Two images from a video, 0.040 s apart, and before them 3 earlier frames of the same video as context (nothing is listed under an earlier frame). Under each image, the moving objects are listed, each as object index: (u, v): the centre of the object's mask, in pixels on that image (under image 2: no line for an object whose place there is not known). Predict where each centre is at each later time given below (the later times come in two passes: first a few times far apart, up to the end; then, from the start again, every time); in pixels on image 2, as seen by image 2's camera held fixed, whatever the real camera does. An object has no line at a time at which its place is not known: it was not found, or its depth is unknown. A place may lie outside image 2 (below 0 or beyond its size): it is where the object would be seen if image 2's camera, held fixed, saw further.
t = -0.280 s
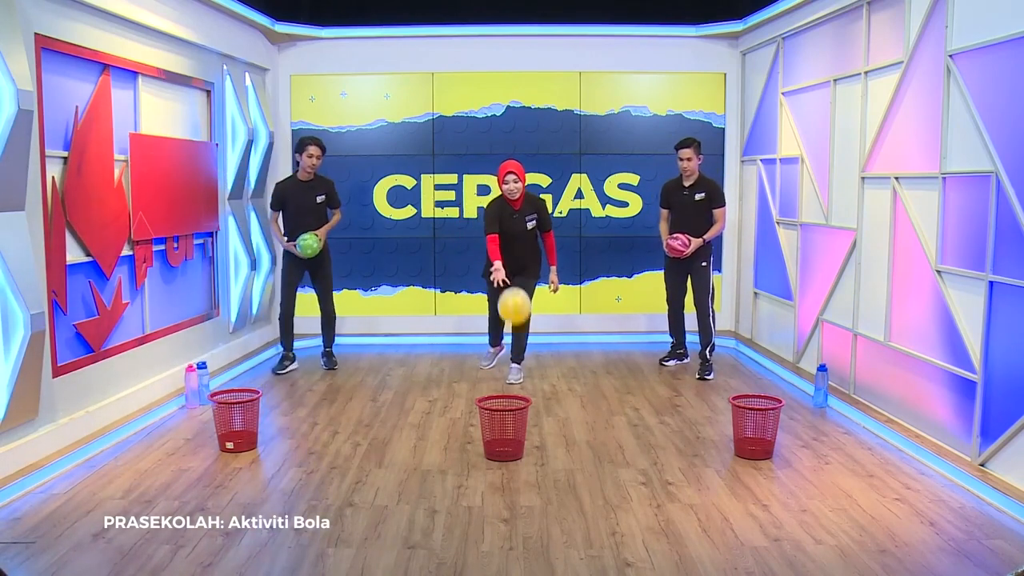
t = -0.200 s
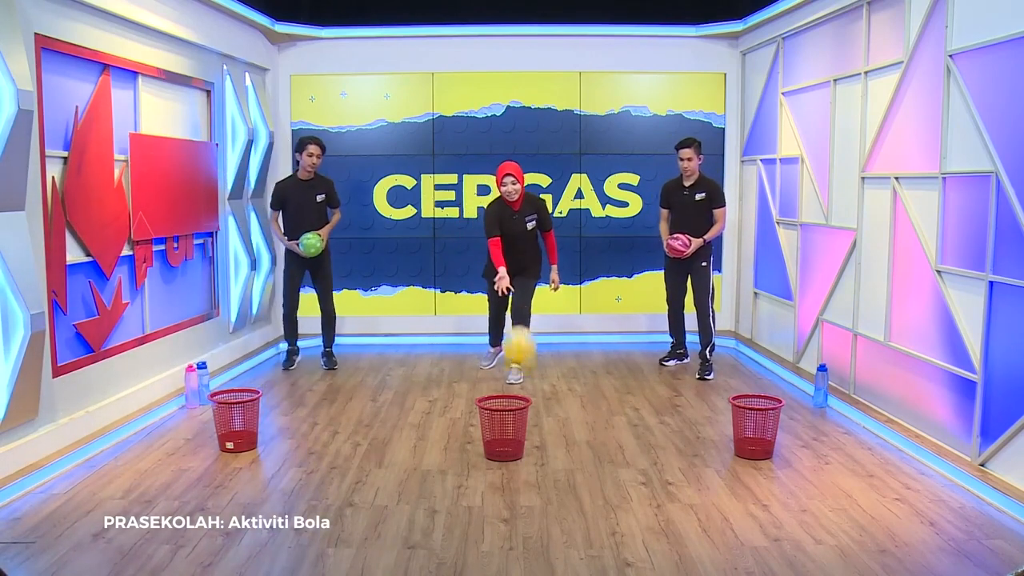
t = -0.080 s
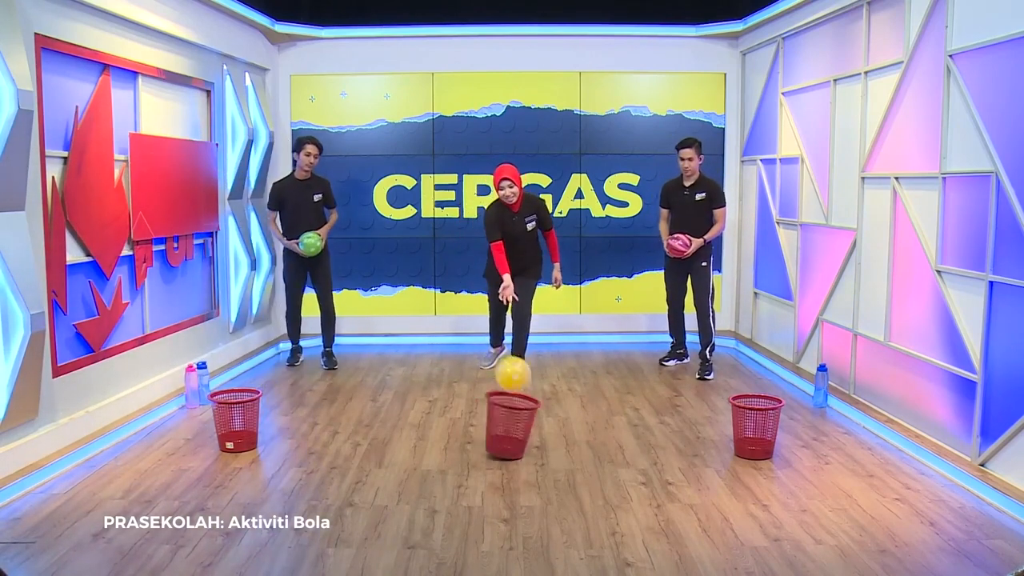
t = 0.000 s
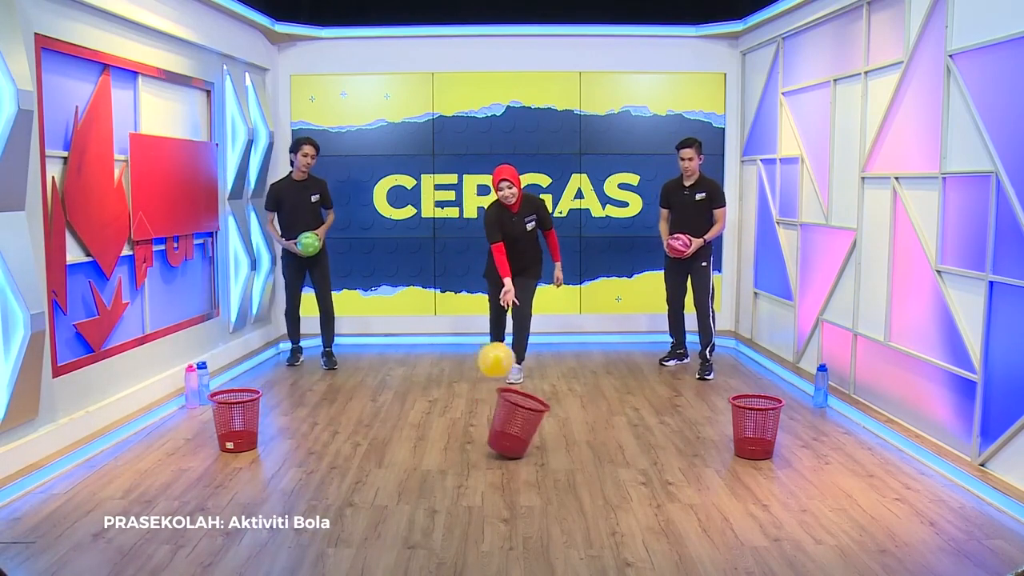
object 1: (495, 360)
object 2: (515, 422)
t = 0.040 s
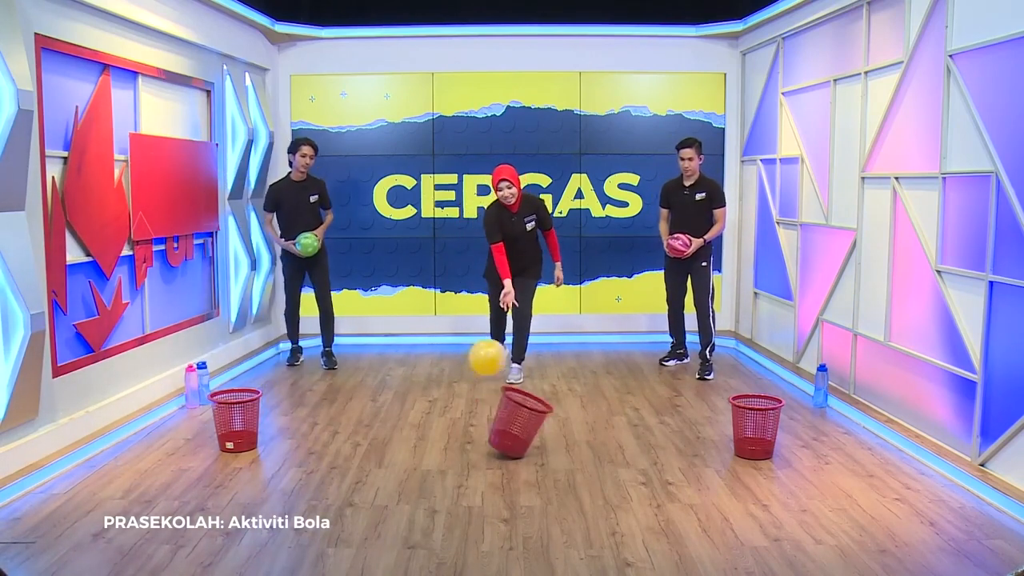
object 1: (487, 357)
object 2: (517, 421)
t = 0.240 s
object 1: (443, 394)
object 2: (522, 421)
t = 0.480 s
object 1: (391, 446)
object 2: (521, 421)
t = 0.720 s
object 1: (338, 426)
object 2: (507, 423)
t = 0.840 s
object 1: (311, 464)
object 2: (499, 423)
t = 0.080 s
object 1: (478, 358)
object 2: (519, 421)
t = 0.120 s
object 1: (468, 363)
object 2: (520, 421)
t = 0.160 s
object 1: (460, 370)
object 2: (521, 421)
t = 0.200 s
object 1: (451, 380)
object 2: (522, 421)
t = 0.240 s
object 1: (443, 394)
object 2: (522, 421)
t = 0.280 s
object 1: (433, 412)
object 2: (522, 421)
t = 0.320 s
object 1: (425, 433)
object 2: (522, 421)
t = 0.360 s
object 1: (416, 458)
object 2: (522, 421)
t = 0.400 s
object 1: (408, 477)
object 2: (522, 421)
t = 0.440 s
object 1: (400, 461)
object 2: (522, 421)
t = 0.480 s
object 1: (391, 446)
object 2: (521, 421)
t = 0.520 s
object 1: (382, 435)
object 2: (519, 421)
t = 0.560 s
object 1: (373, 427)
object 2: (518, 420)
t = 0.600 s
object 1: (364, 422)
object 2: (516, 421)
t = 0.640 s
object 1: (355, 420)
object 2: (514, 421)
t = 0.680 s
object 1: (347, 422)
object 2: (511, 421)
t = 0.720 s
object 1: (338, 426)
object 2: (507, 423)
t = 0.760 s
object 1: (329, 435)
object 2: (503, 424)
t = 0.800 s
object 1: (321, 447)
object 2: (501, 423)
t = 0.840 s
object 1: (311, 464)
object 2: (499, 423)
